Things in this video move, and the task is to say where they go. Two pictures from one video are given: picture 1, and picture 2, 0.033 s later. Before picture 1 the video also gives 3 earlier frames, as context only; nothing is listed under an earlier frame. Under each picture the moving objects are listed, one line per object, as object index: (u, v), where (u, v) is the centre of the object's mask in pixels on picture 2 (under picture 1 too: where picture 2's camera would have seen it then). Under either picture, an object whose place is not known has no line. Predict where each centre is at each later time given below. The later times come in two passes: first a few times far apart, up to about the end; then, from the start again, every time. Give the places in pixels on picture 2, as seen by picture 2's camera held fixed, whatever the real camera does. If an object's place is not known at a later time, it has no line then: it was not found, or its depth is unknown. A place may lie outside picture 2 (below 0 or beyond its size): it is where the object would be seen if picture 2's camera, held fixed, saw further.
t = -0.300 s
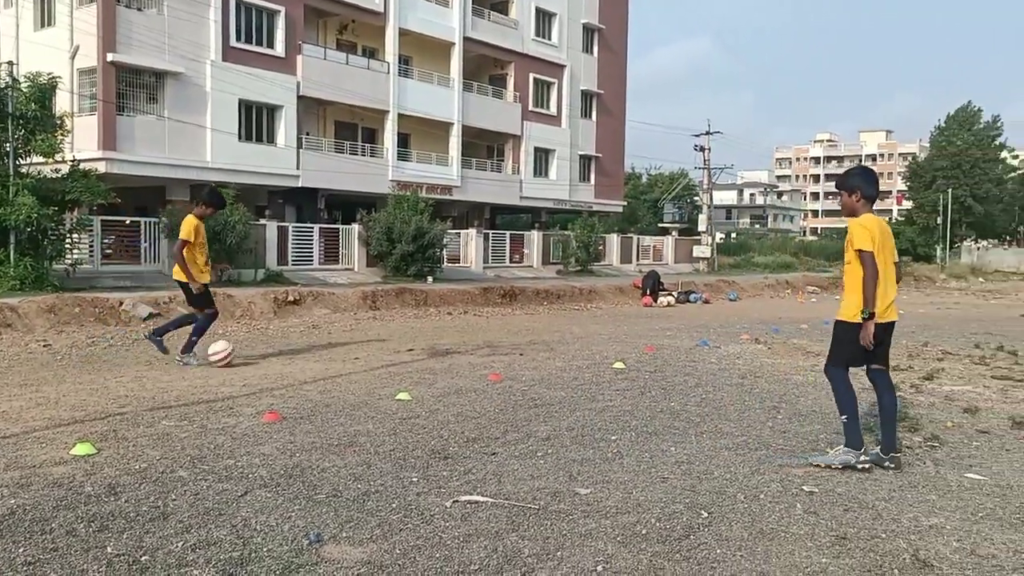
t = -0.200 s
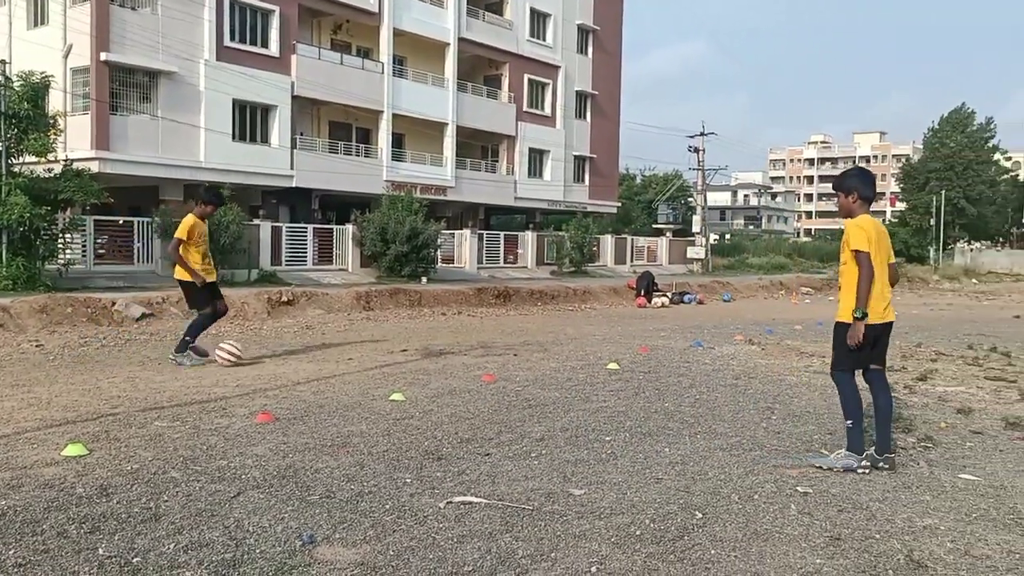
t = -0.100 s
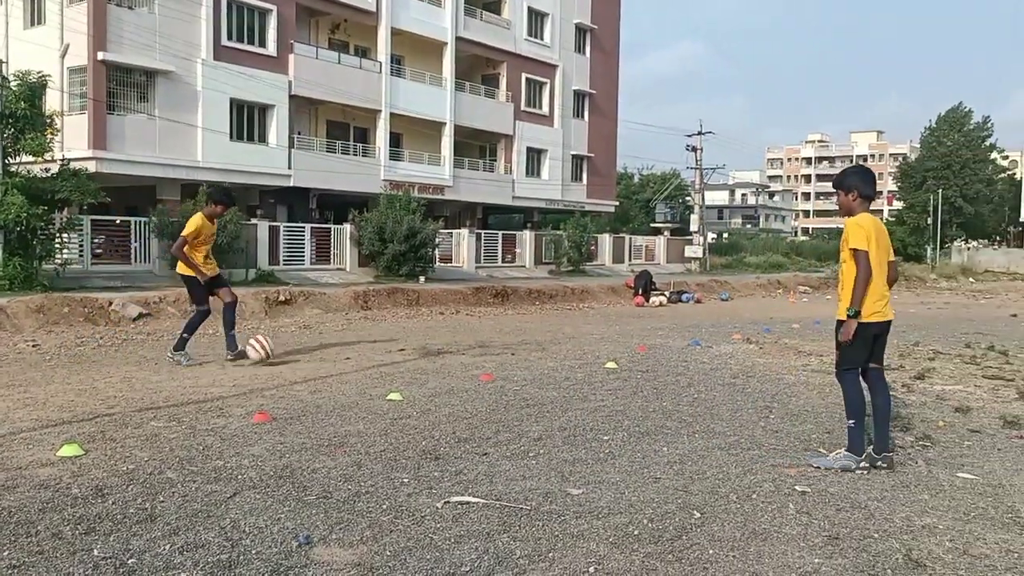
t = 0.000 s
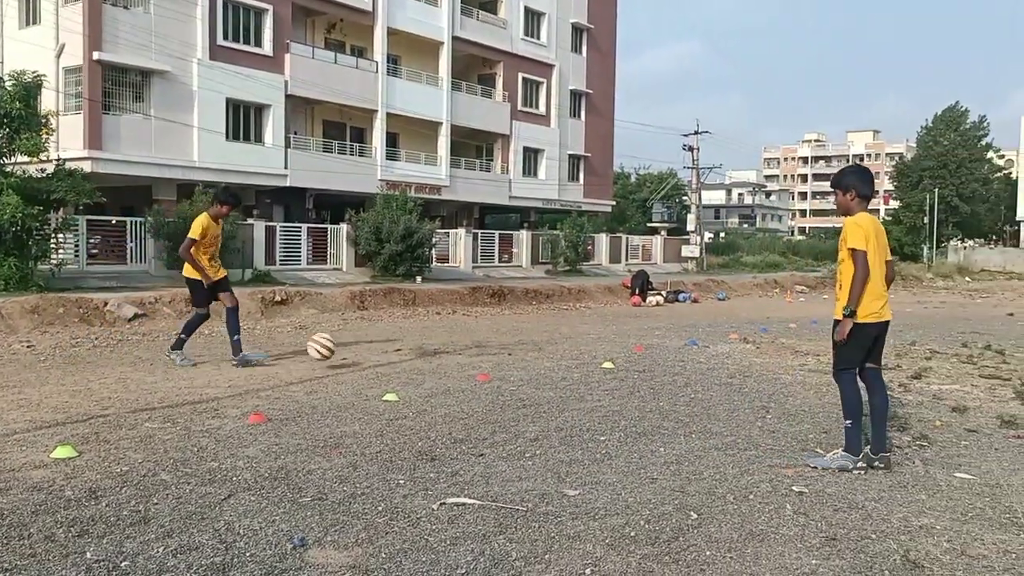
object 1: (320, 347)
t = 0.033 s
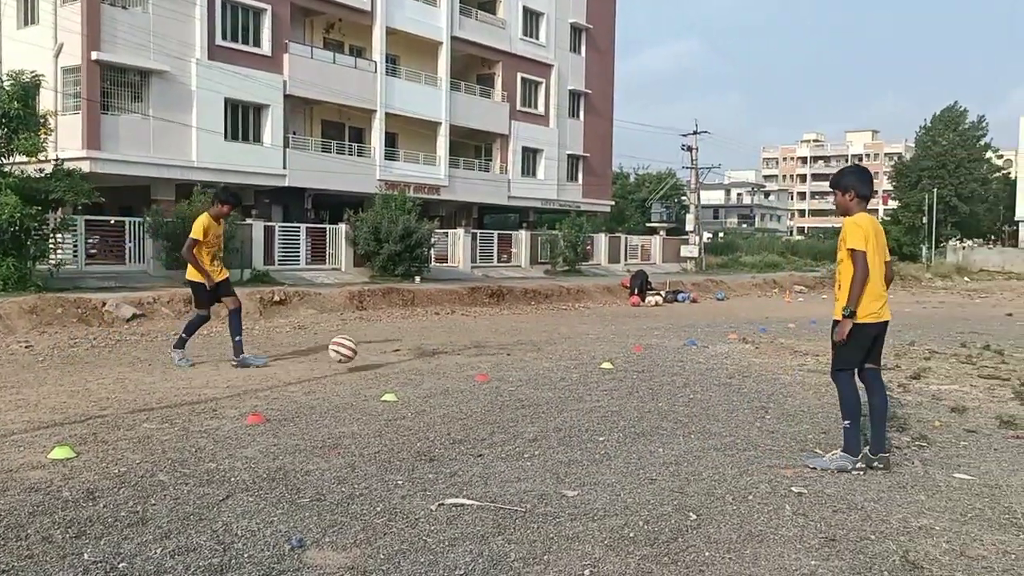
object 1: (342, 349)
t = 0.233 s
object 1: (477, 359)
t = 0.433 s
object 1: (604, 377)
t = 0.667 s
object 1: (714, 381)
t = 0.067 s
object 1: (366, 353)
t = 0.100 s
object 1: (390, 359)
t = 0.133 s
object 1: (415, 364)
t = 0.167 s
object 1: (435, 361)
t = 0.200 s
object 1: (455, 359)
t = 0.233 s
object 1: (477, 359)
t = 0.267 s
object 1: (498, 361)
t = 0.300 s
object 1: (521, 363)
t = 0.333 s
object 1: (544, 368)
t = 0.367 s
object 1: (566, 375)
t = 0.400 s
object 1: (589, 382)
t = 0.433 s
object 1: (604, 377)
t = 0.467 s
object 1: (618, 372)
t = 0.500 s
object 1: (633, 369)
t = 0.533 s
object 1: (650, 368)
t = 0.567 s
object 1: (666, 367)
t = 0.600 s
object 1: (682, 371)
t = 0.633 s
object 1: (698, 375)
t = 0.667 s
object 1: (714, 381)
